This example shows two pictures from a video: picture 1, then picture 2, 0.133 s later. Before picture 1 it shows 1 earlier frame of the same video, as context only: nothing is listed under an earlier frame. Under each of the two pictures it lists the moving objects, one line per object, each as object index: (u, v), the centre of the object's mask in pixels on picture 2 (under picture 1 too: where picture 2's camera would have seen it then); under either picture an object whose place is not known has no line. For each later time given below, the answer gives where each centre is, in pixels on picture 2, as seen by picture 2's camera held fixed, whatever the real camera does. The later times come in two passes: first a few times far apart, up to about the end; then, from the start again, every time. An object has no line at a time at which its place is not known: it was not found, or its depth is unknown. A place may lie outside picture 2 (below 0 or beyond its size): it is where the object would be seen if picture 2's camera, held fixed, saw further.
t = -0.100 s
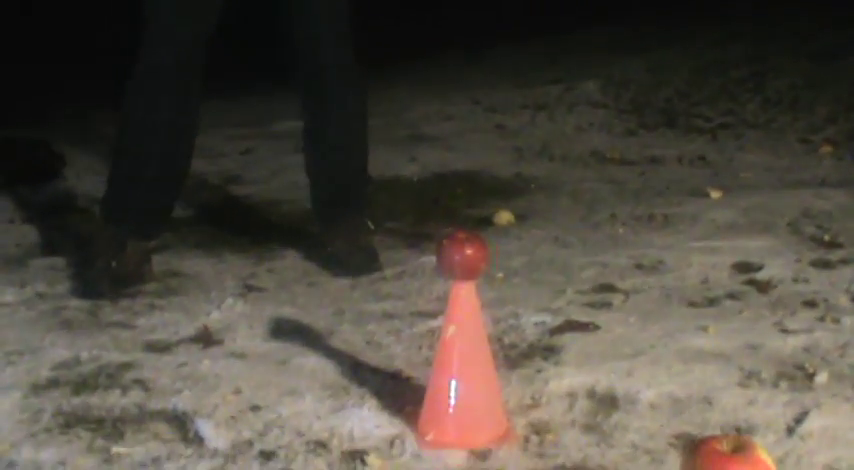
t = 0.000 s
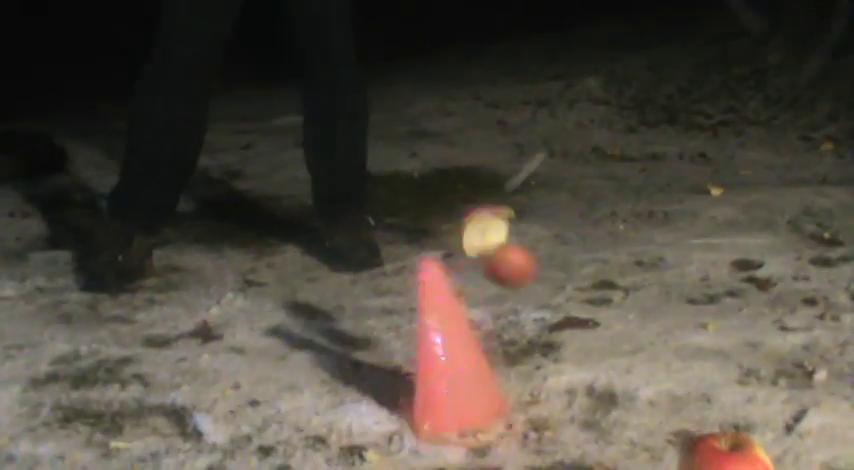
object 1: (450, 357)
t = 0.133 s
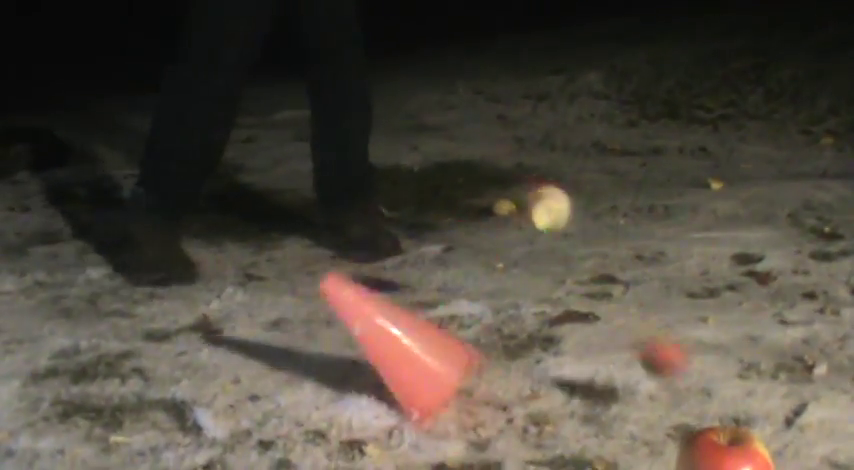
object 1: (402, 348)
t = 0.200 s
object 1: (380, 354)
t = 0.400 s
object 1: (316, 398)
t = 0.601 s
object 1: (317, 402)
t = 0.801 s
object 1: (318, 402)
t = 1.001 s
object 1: (317, 402)
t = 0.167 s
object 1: (393, 351)
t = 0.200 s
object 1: (380, 354)
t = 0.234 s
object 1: (368, 360)
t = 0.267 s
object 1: (353, 371)
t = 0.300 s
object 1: (340, 385)
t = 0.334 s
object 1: (328, 392)
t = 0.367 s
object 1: (321, 395)
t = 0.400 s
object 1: (316, 398)
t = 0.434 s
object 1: (316, 399)
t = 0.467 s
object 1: (316, 401)
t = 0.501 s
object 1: (317, 401)
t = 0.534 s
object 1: (317, 401)
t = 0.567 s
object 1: (317, 402)
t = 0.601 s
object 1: (317, 402)
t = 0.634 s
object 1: (318, 402)
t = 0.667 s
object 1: (317, 402)
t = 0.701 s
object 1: (318, 402)
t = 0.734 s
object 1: (317, 402)
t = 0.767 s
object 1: (318, 402)
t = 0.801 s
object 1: (318, 402)
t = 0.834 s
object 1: (318, 402)
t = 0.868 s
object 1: (317, 402)
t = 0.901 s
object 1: (318, 402)
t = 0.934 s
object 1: (317, 402)
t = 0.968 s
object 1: (317, 402)
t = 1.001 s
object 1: (317, 402)
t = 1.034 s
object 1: (316, 402)
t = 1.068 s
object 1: (316, 403)
